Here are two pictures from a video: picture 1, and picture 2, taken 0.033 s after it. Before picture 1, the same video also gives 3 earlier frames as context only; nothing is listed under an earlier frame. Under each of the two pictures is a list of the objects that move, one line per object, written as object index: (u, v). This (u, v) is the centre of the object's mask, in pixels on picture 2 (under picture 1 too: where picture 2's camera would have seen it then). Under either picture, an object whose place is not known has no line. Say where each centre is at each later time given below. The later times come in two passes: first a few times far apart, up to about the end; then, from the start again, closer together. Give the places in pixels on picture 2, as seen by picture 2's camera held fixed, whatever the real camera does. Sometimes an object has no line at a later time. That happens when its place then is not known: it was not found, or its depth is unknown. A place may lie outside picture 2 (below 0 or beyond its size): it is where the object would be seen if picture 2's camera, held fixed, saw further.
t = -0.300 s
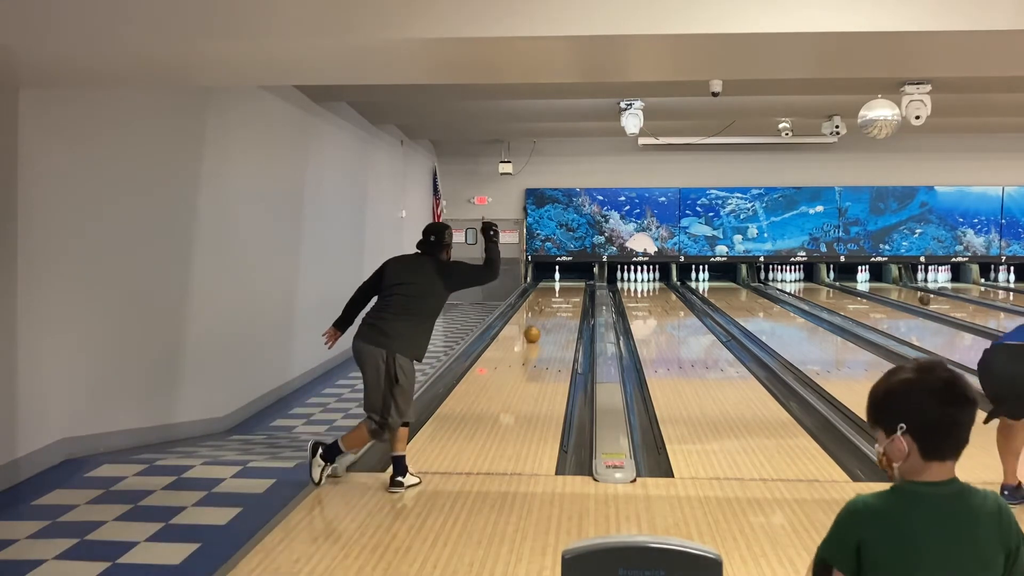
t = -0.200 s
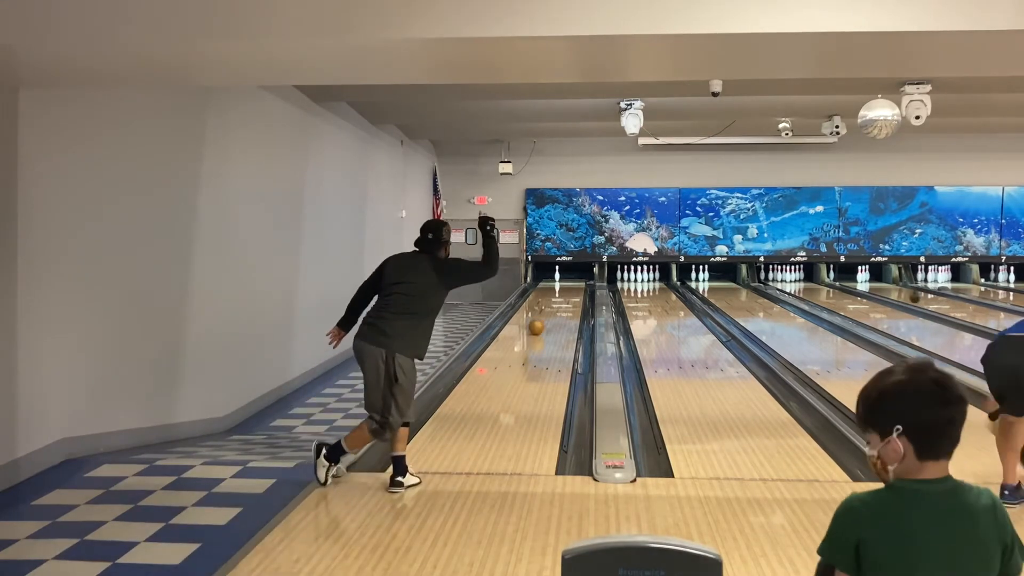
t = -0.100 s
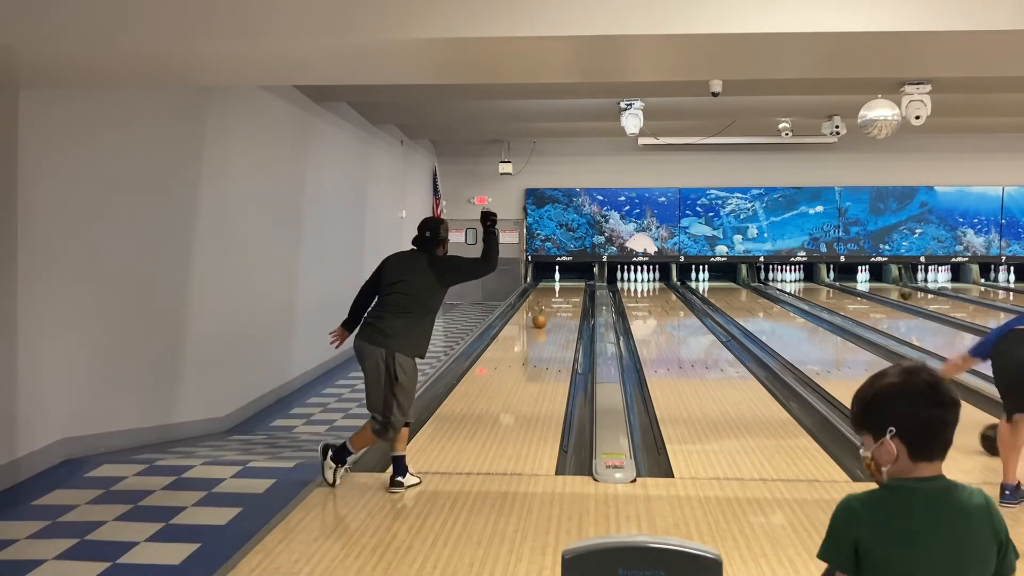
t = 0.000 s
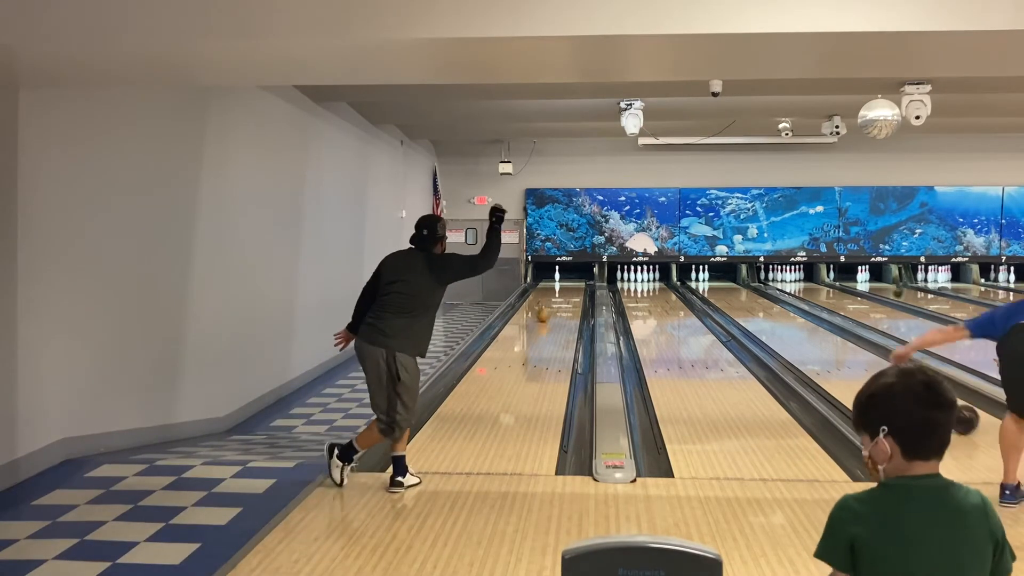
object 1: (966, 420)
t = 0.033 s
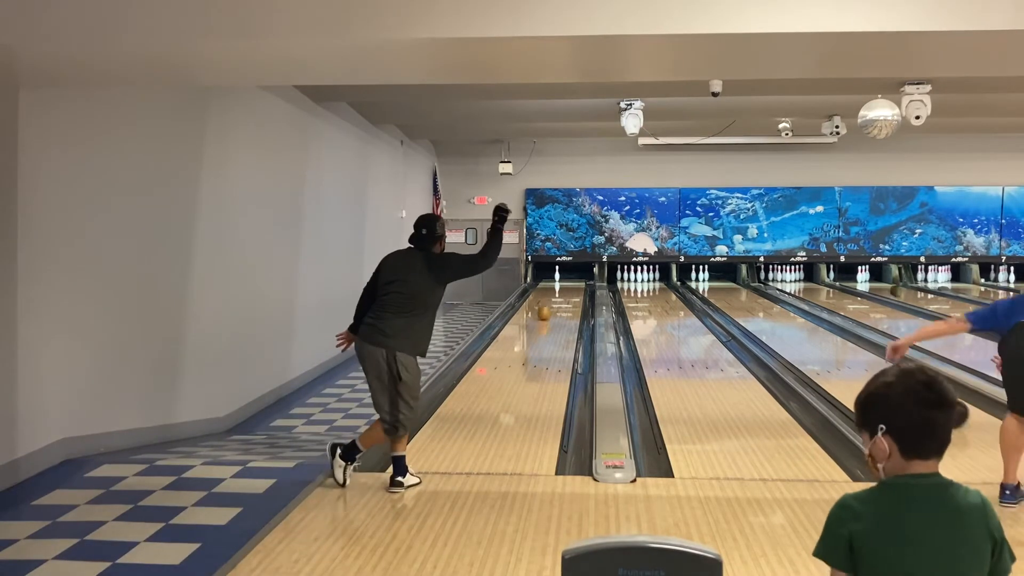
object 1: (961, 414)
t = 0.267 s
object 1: (893, 370)
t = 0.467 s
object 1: (864, 359)
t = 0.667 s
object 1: (836, 343)
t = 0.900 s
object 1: (811, 328)
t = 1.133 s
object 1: (791, 316)
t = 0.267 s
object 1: (893, 370)
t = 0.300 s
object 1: (887, 371)
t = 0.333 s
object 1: (883, 369)
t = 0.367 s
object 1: (879, 368)
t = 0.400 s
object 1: (874, 365)
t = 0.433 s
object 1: (869, 362)
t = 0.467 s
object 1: (864, 359)
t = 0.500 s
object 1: (859, 356)
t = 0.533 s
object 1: (854, 353)
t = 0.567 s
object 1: (849, 350)
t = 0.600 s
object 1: (845, 348)
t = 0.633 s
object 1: (841, 345)
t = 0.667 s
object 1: (836, 343)
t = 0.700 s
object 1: (832, 341)
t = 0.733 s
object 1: (829, 338)
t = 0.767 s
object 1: (825, 336)
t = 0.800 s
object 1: (821, 334)
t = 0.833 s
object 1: (818, 332)
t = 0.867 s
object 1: (815, 330)
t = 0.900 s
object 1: (811, 328)
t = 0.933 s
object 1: (808, 326)
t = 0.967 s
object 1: (805, 324)
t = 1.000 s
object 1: (802, 323)
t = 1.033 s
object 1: (799, 321)
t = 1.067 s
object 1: (796, 319)
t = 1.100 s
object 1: (794, 318)
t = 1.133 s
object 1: (791, 316)
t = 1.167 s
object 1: (788, 314)
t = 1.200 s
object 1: (786, 313)
